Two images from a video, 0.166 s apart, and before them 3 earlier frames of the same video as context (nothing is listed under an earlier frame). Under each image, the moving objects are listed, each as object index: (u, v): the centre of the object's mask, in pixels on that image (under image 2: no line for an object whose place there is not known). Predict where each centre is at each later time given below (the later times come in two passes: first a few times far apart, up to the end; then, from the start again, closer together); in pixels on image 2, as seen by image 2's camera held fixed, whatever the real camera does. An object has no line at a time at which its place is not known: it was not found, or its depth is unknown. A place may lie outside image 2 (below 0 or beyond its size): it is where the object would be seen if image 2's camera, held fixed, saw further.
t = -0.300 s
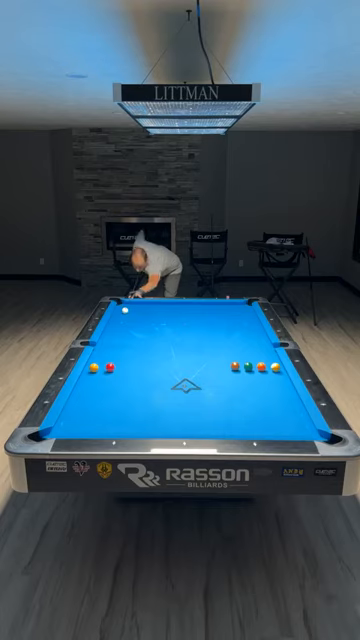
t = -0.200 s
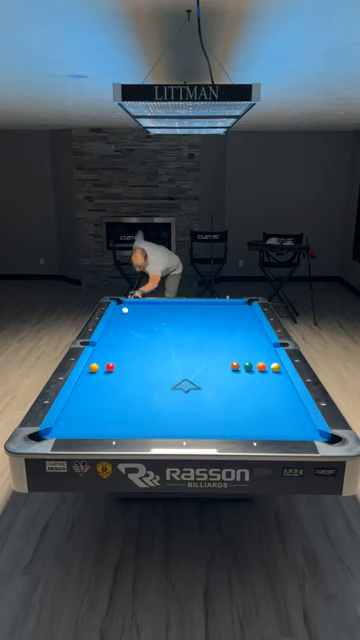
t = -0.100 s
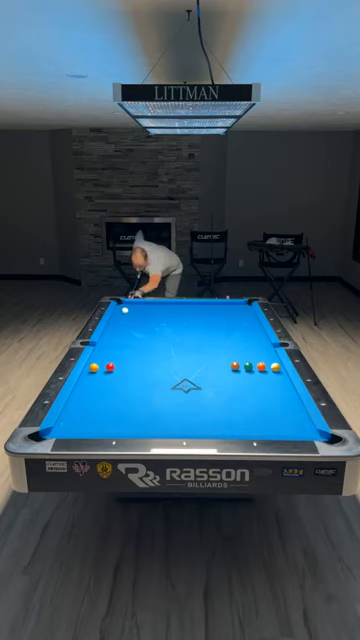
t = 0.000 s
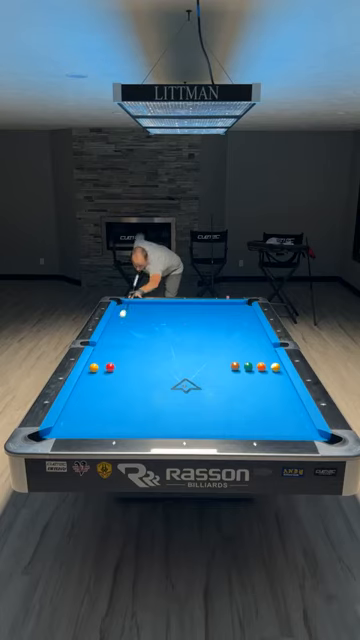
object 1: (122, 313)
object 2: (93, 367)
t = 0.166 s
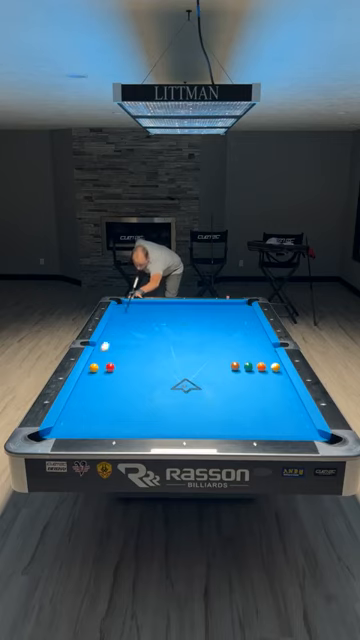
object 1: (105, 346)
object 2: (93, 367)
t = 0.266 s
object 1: (95, 363)
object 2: (89, 376)
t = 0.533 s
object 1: (97, 360)
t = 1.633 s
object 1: (111, 336)
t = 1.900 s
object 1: (113, 331)
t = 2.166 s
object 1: (115, 327)
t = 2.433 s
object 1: (117, 324)
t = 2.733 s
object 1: (118, 320)
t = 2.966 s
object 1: (119, 318)
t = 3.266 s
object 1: (120, 316)
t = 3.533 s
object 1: (121, 314)
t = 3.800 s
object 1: (121, 312)
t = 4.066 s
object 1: (122, 310)
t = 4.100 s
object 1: (122, 310)
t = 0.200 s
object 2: (93, 367)
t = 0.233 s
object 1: (96, 362)
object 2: (93, 368)
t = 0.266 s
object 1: (95, 363)
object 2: (89, 376)
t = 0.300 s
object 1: (95, 364)
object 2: (82, 387)
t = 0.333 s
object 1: (95, 364)
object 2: (76, 398)
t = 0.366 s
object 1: (95, 364)
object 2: (69, 411)
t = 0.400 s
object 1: (96, 363)
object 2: (61, 424)
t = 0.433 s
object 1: (96, 363)
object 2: (48, 432)
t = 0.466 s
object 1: (96, 362)
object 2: (38, 436)
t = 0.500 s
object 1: (97, 361)
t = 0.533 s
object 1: (97, 360)
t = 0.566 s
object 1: (98, 359)
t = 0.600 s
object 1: (99, 358)
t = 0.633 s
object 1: (99, 357)
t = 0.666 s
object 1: (100, 356)
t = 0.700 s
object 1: (100, 355)
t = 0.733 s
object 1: (101, 354)
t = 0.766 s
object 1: (101, 353)
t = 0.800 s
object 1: (102, 353)
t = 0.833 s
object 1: (102, 352)
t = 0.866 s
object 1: (103, 351)
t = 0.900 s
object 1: (103, 350)
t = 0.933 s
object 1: (103, 349)
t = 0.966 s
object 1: (104, 349)
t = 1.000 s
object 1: (104, 348)
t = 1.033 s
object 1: (105, 347)
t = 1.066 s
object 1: (105, 346)
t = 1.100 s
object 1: (106, 346)
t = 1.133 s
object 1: (106, 345)
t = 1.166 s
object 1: (106, 344)
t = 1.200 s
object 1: (106, 344)
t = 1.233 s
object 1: (107, 343)
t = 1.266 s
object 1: (107, 342)
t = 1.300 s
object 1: (108, 342)
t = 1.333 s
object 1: (108, 341)
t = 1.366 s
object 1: (108, 340)
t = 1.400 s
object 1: (109, 340)
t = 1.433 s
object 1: (109, 339)
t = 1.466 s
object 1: (109, 338)
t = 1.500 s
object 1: (110, 338)
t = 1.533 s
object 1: (110, 337)
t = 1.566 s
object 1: (110, 337)
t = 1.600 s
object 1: (111, 336)
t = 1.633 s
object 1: (111, 336)
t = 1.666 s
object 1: (111, 335)
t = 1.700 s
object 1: (111, 334)
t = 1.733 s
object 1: (112, 334)
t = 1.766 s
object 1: (112, 333)
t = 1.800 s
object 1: (112, 333)
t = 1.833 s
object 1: (113, 332)
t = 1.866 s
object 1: (113, 332)
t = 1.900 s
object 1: (113, 331)
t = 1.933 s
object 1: (113, 331)
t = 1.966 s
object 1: (114, 330)
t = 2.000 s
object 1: (114, 330)
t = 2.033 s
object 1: (115, 329)
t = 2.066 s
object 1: (115, 329)
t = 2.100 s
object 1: (115, 328)
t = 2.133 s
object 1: (115, 328)
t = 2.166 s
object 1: (115, 327)
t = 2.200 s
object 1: (116, 327)
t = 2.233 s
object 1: (116, 327)
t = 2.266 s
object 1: (116, 326)
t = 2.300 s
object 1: (116, 326)
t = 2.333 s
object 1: (116, 325)
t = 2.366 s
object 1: (117, 325)
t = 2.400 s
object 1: (117, 324)
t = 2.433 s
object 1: (117, 324)
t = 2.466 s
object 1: (117, 324)
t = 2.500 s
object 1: (117, 323)
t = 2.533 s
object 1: (118, 323)
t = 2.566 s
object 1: (118, 323)
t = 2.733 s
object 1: (118, 320)
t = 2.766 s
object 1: (119, 320)
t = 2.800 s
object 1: (119, 320)
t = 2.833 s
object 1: (119, 320)
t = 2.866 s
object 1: (119, 319)
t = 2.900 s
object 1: (119, 319)
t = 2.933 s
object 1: (119, 319)
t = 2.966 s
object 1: (119, 318)
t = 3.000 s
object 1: (119, 318)
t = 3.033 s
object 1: (120, 317)
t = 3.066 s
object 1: (120, 317)
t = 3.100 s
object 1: (120, 317)
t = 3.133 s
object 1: (120, 316)
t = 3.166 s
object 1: (120, 316)
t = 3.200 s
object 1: (120, 316)
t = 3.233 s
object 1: (120, 316)
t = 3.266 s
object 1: (120, 316)
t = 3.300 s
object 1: (120, 315)
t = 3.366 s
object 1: (121, 315)
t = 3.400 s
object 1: (120, 315)
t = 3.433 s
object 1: (120, 314)
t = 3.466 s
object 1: (121, 314)
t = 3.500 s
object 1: (121, 314)
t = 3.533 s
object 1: (121, 314)
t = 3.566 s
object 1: (121, 313)
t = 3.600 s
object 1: (121, 313)
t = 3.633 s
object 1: (121, 313)
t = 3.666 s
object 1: (121, 313)
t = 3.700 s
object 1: (121, 313)
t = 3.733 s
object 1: (121, 312)
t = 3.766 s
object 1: (121, 312)
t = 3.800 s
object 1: (121, 312)
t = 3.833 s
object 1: (122, 312)
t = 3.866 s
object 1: (122, 311)
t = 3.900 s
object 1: (122, 311)
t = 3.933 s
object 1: (122, 311)
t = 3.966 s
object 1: (122, 311)
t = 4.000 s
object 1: (122, 311)
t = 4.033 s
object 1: (122, 311)
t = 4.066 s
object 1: (122, 310)
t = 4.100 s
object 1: (122, 310)
